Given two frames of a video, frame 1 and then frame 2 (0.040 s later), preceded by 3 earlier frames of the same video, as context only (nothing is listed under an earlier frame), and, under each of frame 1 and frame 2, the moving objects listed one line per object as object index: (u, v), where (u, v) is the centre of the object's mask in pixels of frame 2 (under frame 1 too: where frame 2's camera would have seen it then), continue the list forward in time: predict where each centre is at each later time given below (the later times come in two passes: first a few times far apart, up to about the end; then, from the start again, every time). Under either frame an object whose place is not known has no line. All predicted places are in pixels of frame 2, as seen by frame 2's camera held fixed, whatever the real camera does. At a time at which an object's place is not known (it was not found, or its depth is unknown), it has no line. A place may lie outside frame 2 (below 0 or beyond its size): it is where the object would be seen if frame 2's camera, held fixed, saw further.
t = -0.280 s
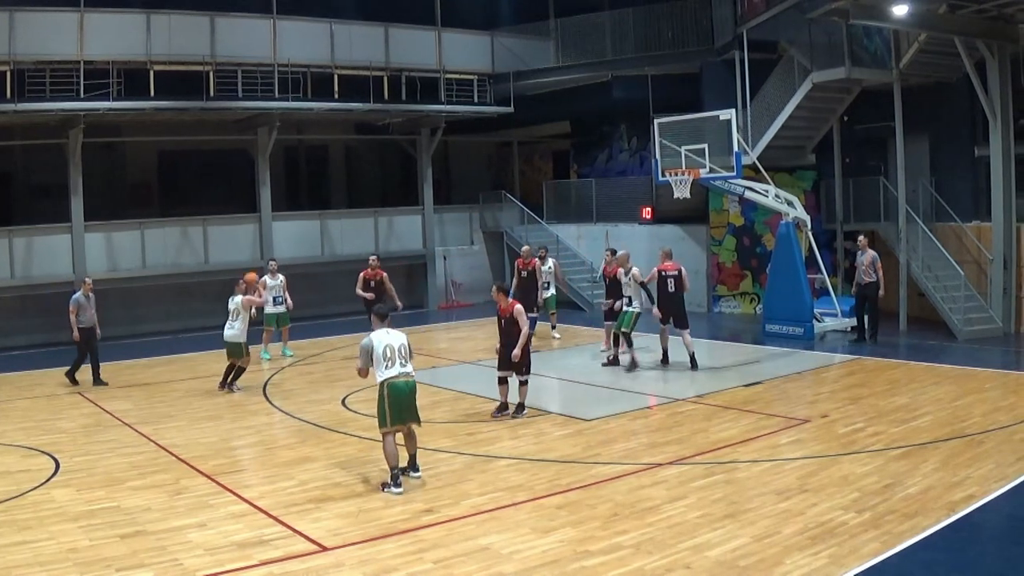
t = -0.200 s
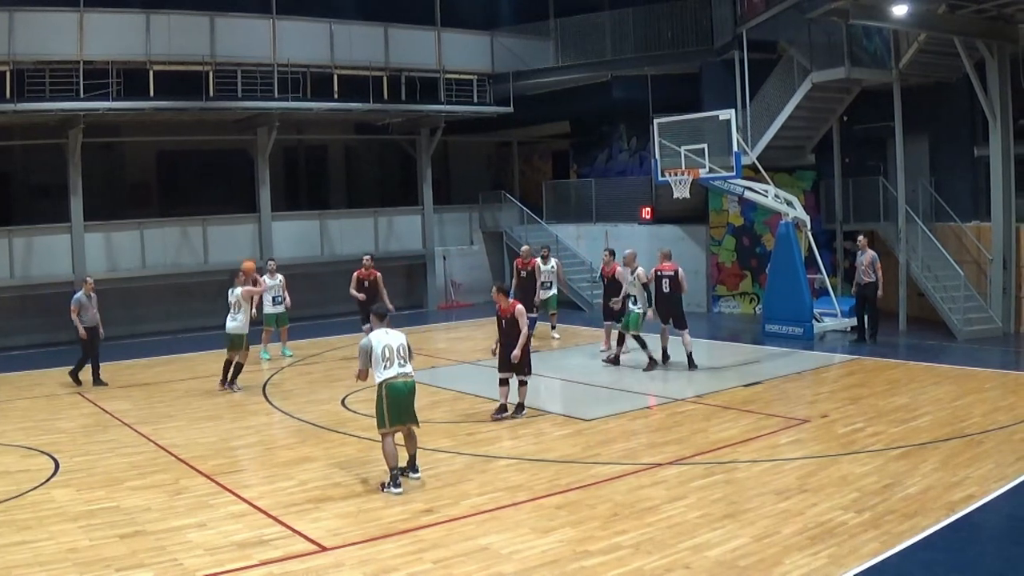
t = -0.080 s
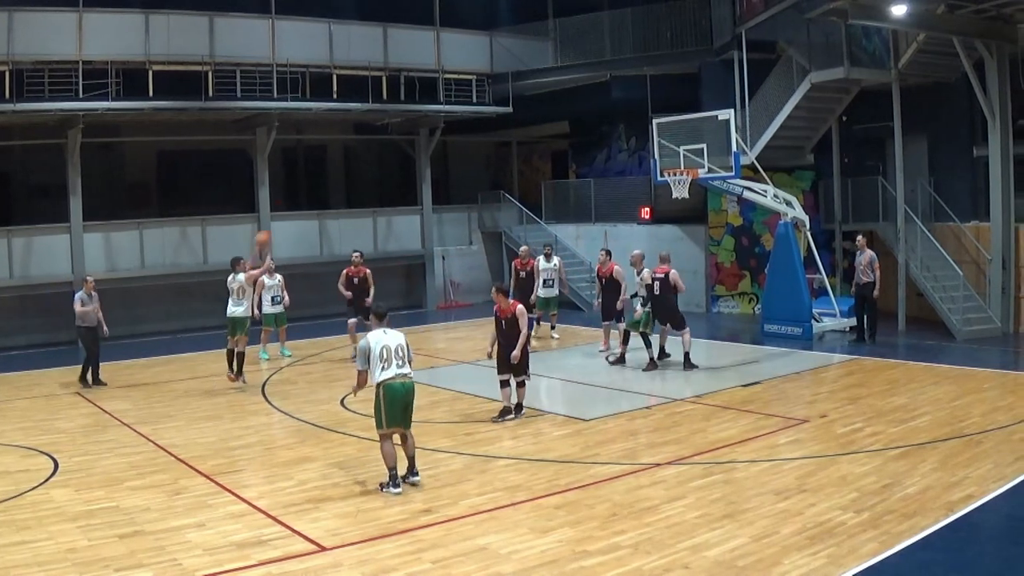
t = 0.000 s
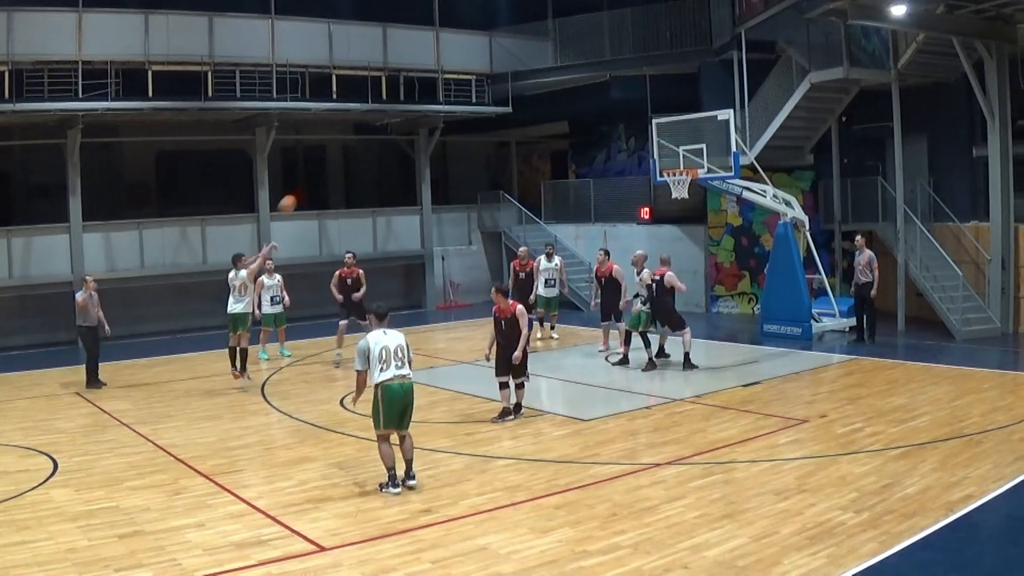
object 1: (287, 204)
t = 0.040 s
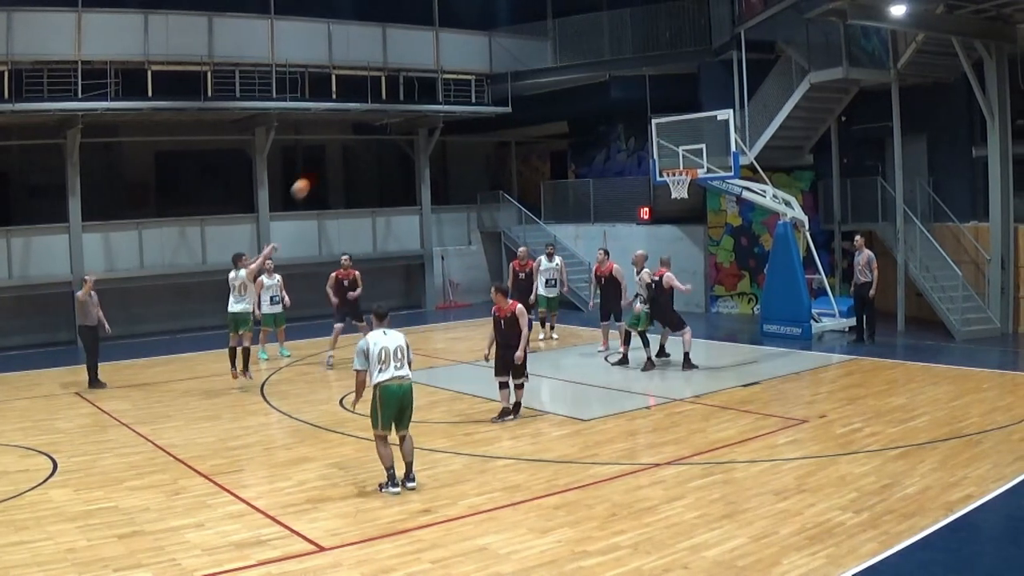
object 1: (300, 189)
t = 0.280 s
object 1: (382, 112)
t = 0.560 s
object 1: (474, 70)
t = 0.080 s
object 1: (314, 173)
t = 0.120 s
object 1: (327, 159)
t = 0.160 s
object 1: (341, 146)
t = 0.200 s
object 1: (355, 133)
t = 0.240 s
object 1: (368, 122)
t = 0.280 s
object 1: (382, 112)
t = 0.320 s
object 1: (396, 102)
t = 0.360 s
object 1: (410, 94)
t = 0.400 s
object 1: (422, 88)
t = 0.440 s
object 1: (435, 83)
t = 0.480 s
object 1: (448, 78)
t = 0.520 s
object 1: (461, 74)
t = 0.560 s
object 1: (474, 70)
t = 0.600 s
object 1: (486, 69)
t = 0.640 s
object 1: (498, 69)
